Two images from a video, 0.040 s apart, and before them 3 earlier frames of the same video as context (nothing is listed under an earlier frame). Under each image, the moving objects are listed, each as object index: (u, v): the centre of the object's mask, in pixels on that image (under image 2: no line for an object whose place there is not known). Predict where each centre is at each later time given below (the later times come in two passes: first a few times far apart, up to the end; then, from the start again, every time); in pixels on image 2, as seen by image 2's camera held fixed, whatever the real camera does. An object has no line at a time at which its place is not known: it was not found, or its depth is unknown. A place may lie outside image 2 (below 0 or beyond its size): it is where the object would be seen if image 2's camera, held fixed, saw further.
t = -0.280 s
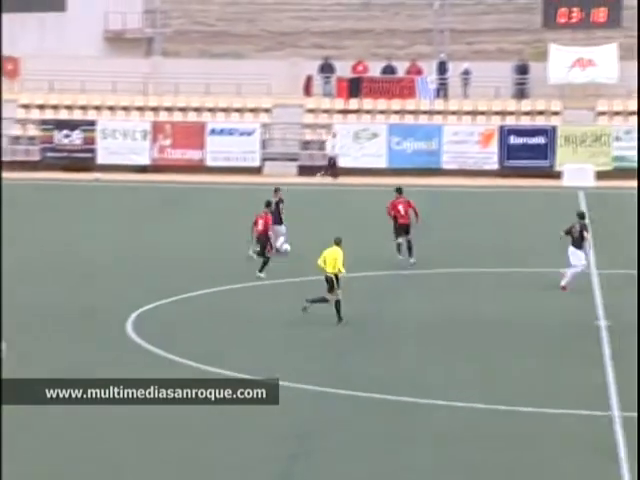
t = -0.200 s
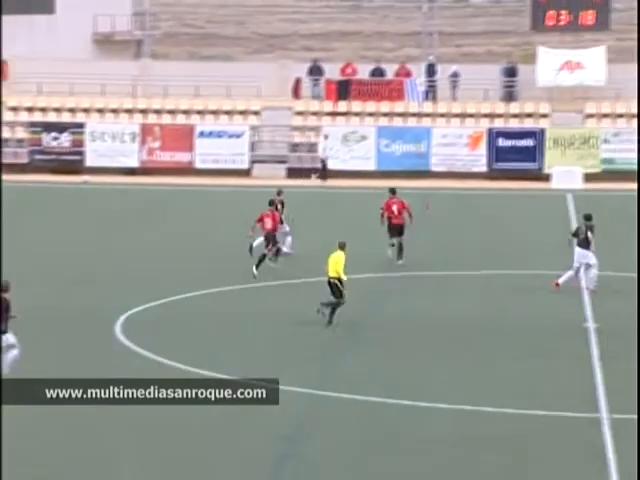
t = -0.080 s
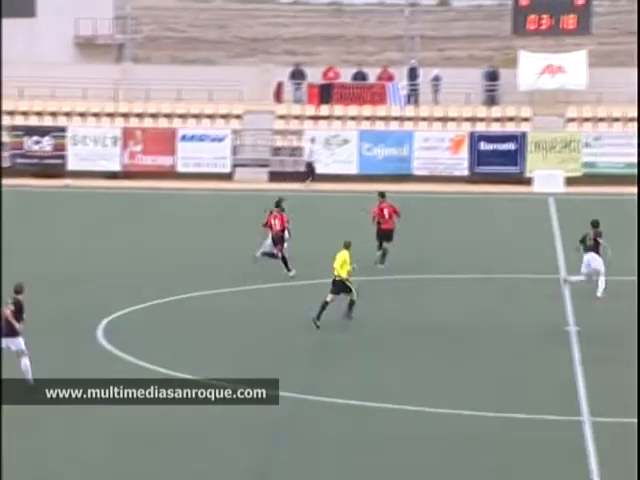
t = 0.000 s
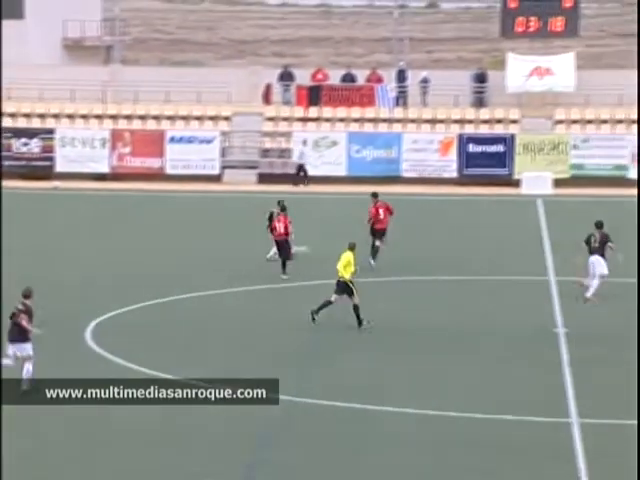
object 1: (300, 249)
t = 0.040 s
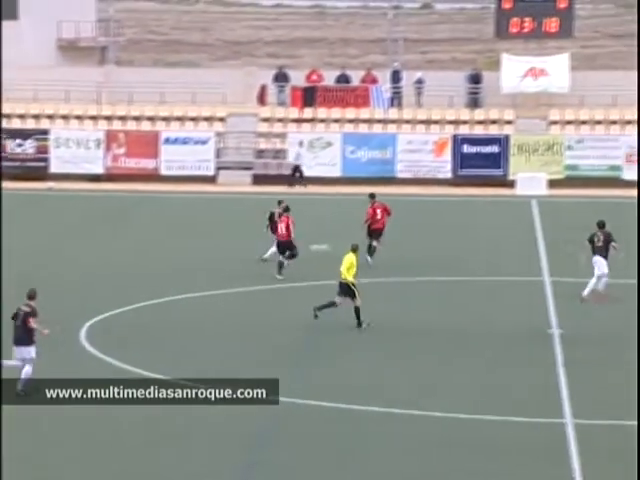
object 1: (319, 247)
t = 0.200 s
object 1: (417, 244)
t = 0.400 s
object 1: (523, 232)
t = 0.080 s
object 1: (344, 246)
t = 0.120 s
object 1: (364, 244)
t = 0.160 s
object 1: (396, 244)
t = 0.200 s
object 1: (417, 244)
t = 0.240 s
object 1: (439, 240)
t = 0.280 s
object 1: (461, 237)
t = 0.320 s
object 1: (482, 234)
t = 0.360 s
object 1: (502, 232)
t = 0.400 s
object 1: (523, 232)
